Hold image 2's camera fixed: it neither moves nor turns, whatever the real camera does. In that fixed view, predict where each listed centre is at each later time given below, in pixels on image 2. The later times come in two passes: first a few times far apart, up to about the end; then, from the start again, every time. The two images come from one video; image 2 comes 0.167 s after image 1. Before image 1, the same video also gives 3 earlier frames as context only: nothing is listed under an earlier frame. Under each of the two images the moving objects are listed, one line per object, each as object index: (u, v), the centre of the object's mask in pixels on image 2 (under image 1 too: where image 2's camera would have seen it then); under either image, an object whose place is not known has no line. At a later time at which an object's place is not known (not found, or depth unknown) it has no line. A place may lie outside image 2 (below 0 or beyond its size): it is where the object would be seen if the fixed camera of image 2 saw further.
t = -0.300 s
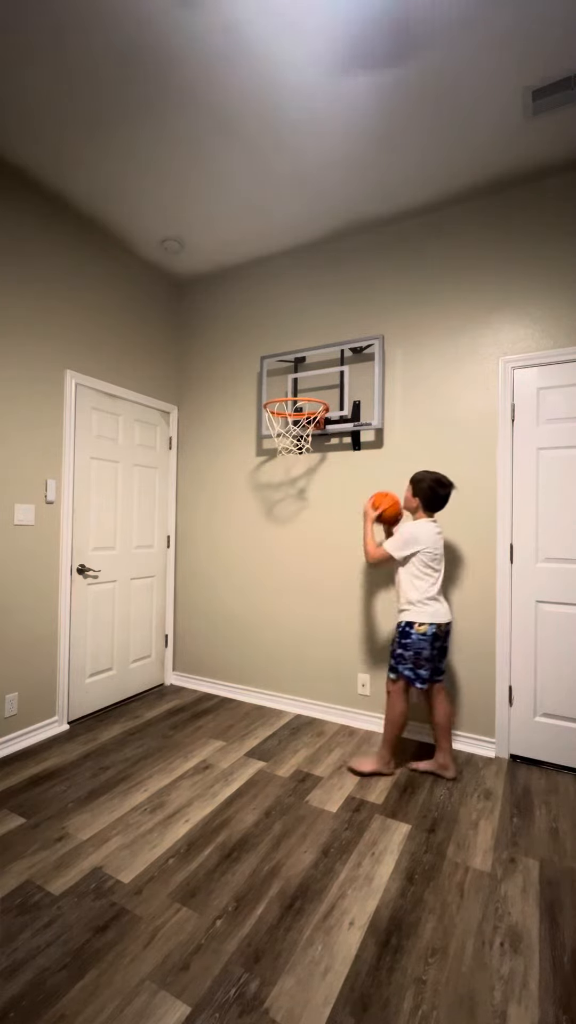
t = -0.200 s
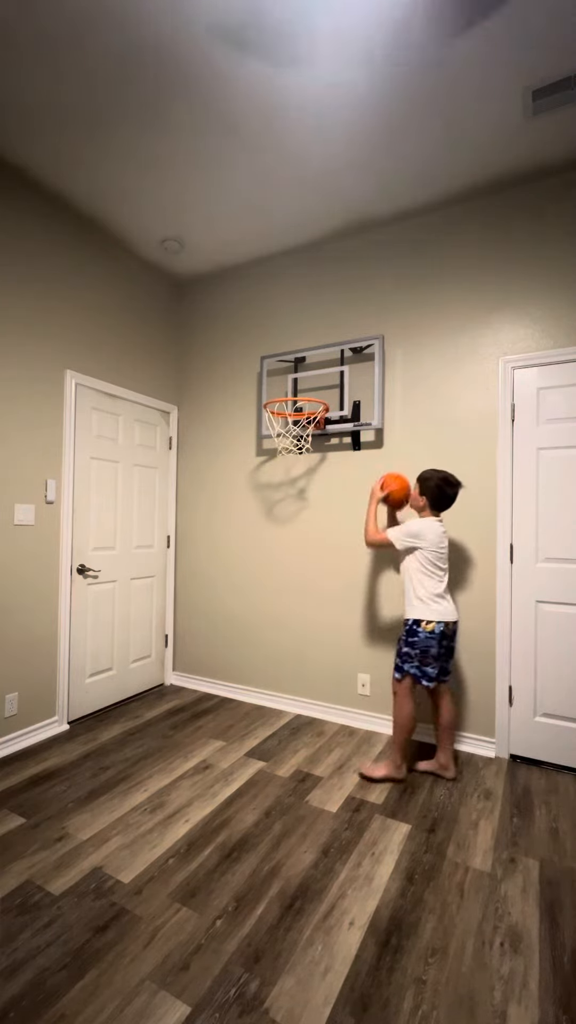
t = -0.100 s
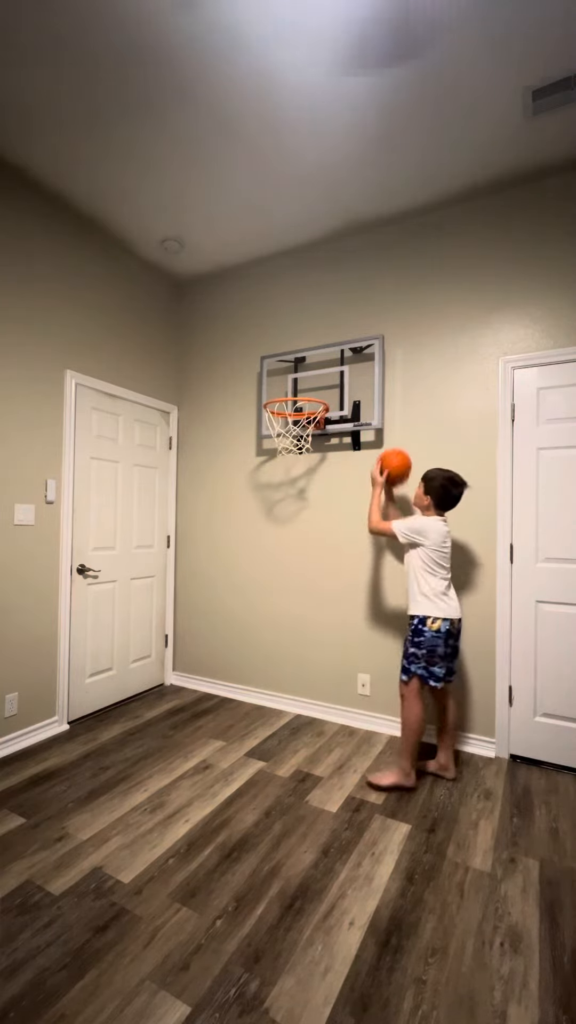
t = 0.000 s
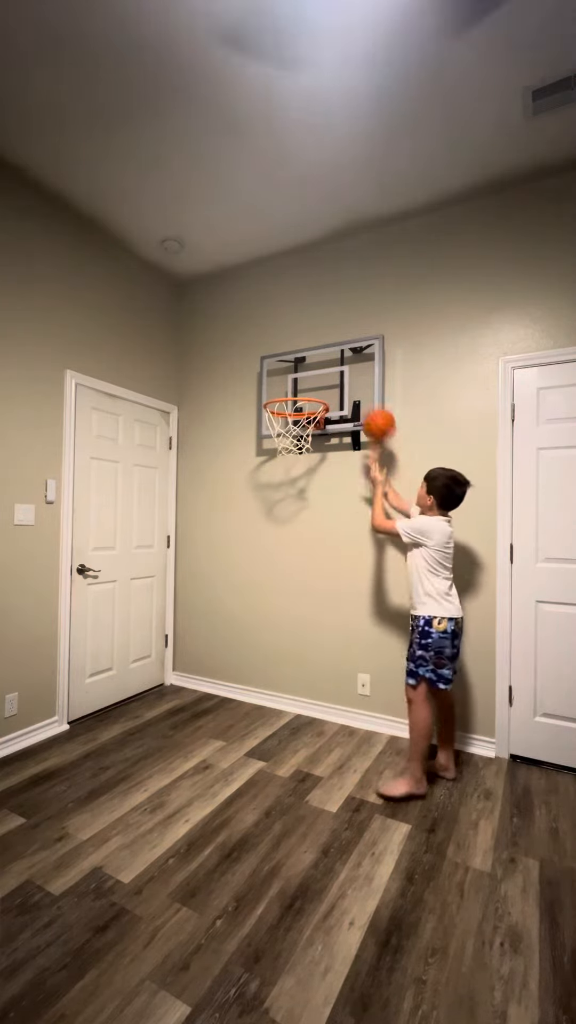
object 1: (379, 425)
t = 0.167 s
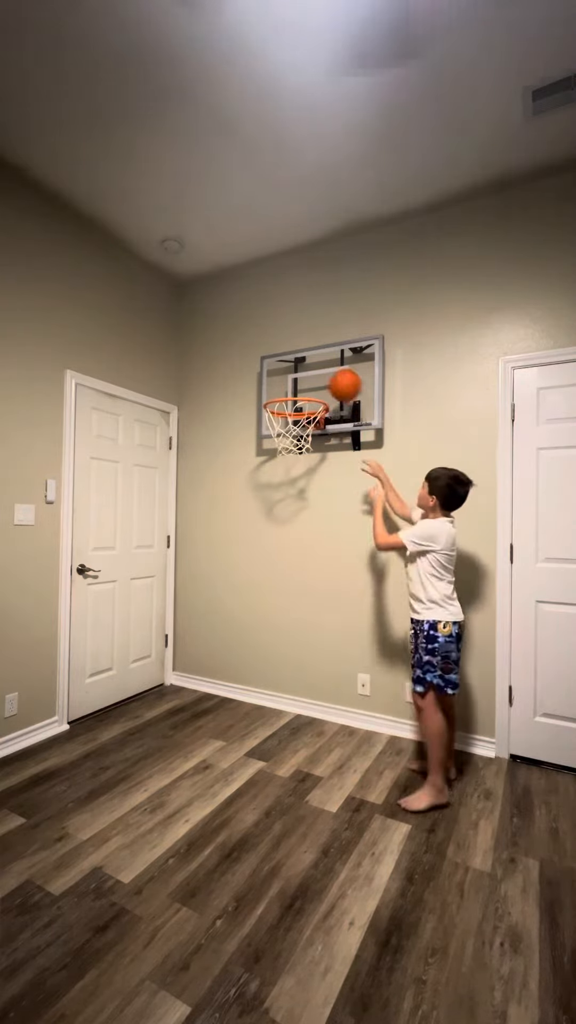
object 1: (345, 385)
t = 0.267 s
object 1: (327, 388)
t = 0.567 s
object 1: (306, 405)
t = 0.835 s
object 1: (283, 474)
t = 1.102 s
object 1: (264, 636)
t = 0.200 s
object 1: (339, 385)
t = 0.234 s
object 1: (333, 386)
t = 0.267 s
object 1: (327, 388)
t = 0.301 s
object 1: (325, 387)
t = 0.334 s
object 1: (323, 386)
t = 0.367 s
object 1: (323, 387)
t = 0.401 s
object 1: (321, 390)
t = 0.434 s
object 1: (318, 391)
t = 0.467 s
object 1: (316, 391)
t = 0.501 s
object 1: (313, 396)
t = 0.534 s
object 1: (308, 402)
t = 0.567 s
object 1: (306, 405)
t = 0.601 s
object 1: (303, 413)
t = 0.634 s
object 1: (299, 418)
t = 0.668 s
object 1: (294, 430)
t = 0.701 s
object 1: (294, 439)
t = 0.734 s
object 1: (291, 445)
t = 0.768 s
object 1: (288, 455)
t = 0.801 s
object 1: (286, 462)
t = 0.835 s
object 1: (283, 474)
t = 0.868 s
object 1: (281, 487)
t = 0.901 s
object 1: (279, 501)
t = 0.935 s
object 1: (276, 519)
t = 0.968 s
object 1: (274, 538)
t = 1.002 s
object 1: (272, 560)
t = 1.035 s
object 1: (269, 583)
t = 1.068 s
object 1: (266, 609)
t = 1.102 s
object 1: (264, 636)
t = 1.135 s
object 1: (261, 664)
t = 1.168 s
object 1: (258, 696)
